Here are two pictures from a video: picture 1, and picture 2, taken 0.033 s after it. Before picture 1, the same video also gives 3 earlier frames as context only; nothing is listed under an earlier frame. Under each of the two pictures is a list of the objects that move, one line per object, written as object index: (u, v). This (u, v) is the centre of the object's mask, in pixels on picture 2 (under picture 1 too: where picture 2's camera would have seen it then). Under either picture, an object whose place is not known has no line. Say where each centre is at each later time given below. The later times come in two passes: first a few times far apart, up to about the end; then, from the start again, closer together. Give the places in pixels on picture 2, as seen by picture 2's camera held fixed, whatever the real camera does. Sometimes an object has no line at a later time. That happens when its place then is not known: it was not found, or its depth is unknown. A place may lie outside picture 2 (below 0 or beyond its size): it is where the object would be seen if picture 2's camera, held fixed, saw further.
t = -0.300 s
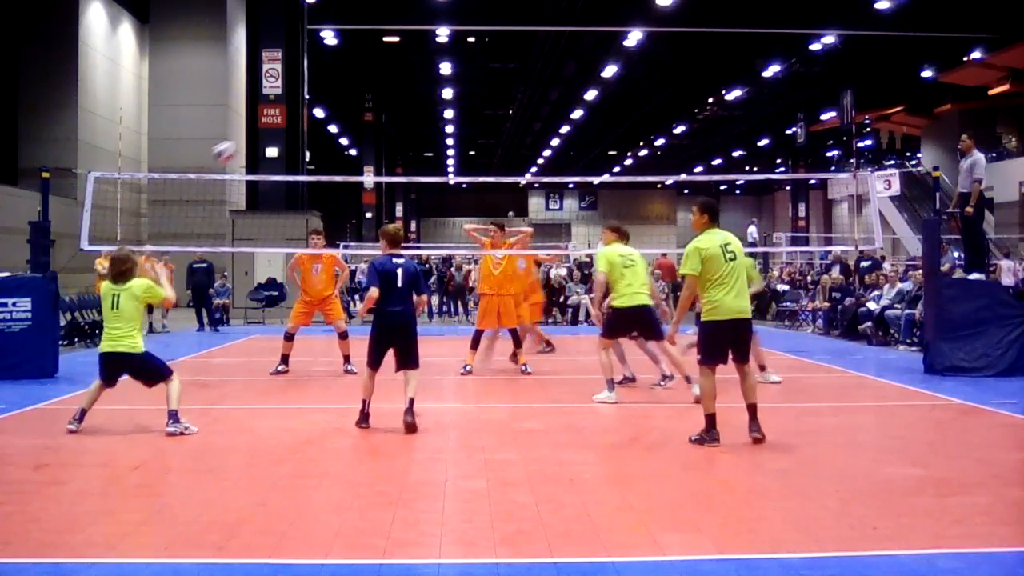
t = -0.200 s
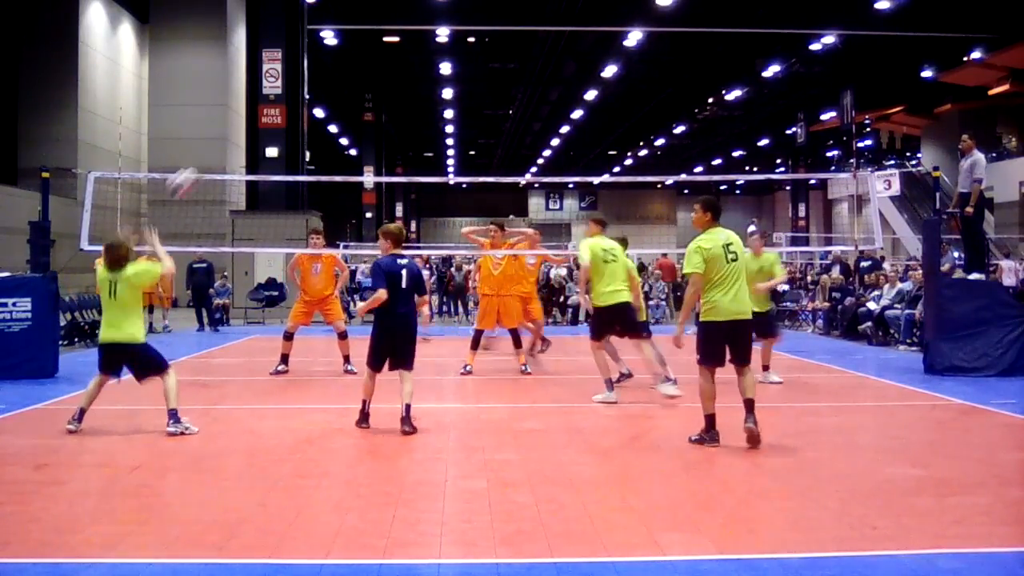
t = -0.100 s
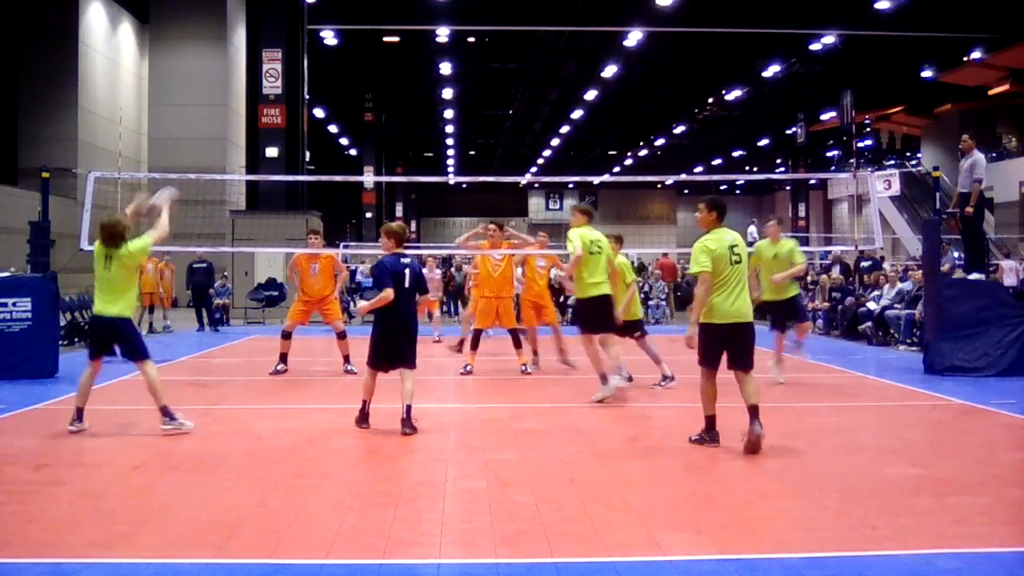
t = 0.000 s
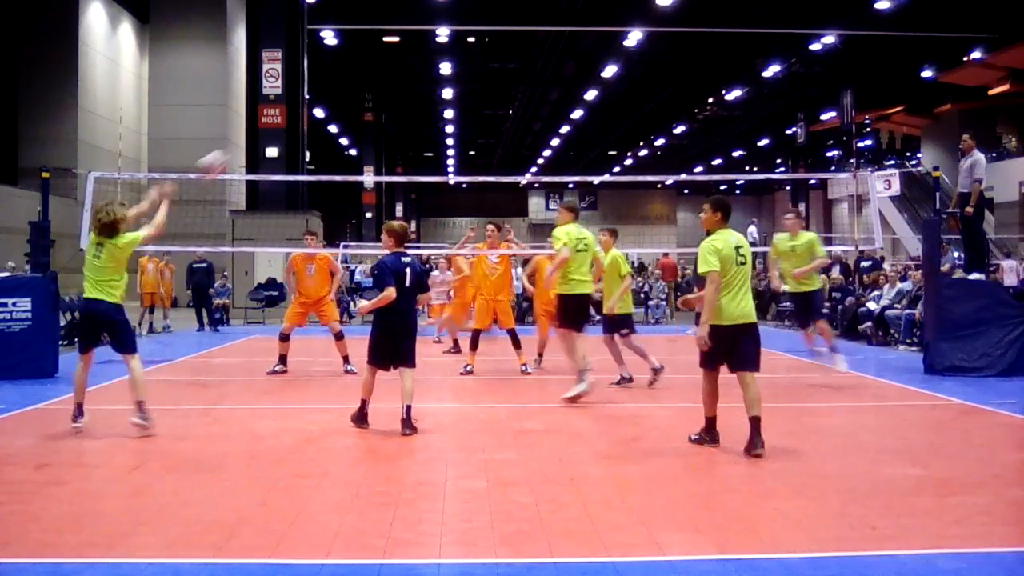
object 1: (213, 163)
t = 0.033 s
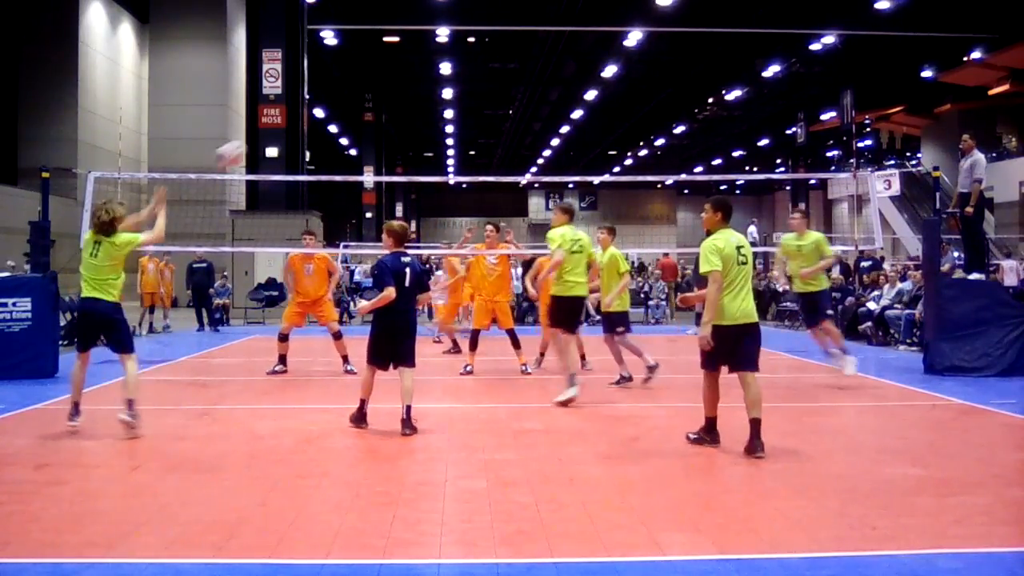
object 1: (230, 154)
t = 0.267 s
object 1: (333, 125)
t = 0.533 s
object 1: (430, 158)
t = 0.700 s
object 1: (479, 206)
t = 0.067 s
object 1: (248, 145)
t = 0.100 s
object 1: (261, 139)
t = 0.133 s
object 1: (276, 134)
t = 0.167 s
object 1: (291, 130)
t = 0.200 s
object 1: (305, 127)
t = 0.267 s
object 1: (333, 125)
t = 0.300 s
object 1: (347, 126)
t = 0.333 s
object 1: (359, 127)
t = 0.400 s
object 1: (383, 134)
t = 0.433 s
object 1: (396, 138)
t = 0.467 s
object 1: (407, 144)
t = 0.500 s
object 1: (418, 150)
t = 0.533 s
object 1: (430, 158)
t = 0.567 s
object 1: (437, 165)
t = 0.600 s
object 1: (450, 175)
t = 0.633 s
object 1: (461, 187)
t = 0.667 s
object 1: (470, 196)
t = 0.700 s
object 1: (479, 206)
